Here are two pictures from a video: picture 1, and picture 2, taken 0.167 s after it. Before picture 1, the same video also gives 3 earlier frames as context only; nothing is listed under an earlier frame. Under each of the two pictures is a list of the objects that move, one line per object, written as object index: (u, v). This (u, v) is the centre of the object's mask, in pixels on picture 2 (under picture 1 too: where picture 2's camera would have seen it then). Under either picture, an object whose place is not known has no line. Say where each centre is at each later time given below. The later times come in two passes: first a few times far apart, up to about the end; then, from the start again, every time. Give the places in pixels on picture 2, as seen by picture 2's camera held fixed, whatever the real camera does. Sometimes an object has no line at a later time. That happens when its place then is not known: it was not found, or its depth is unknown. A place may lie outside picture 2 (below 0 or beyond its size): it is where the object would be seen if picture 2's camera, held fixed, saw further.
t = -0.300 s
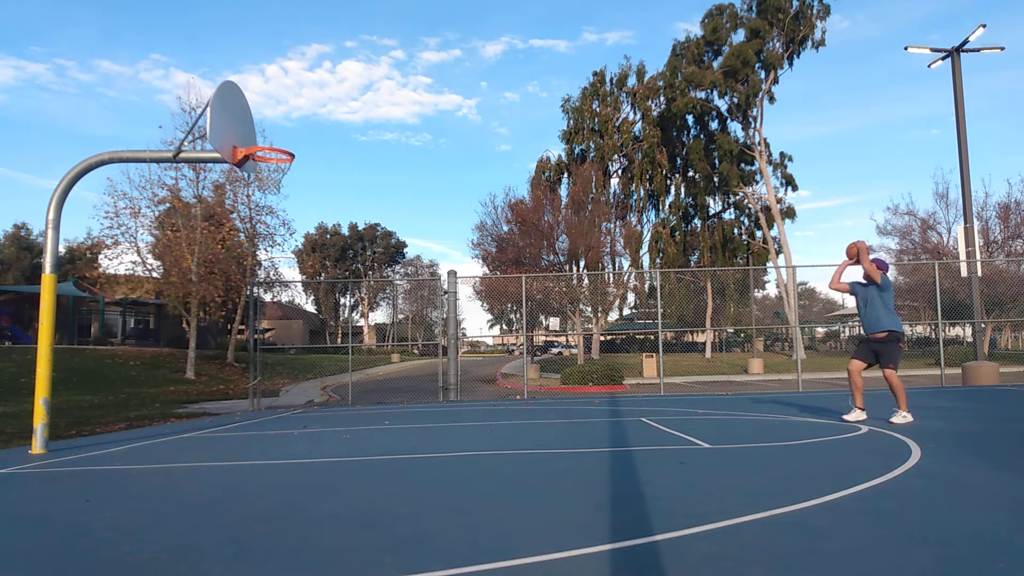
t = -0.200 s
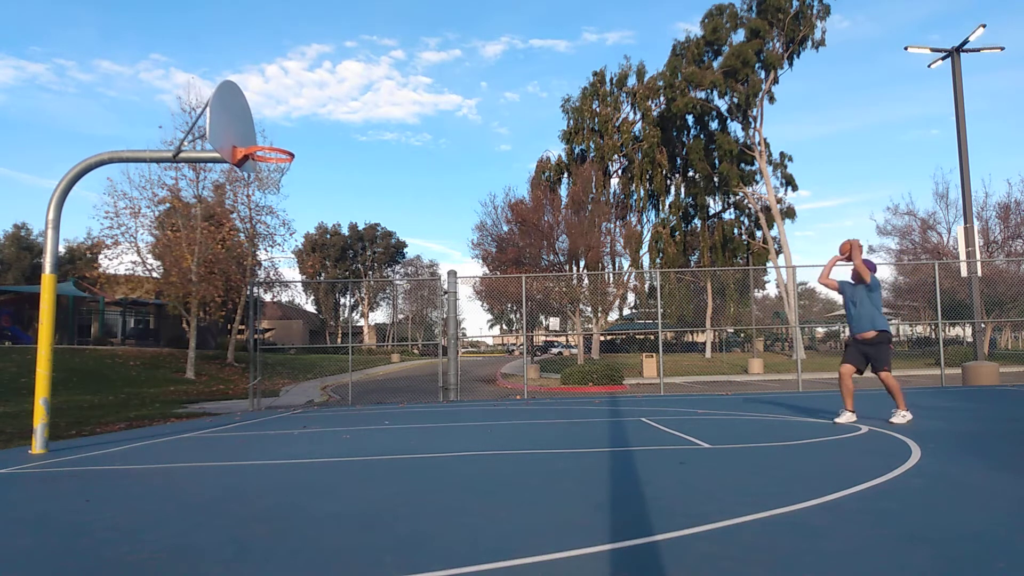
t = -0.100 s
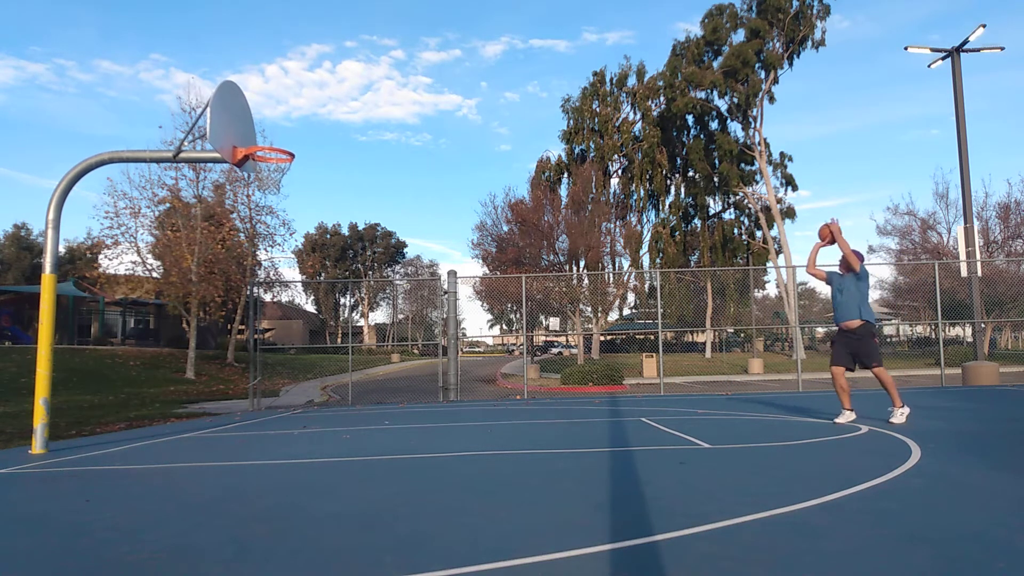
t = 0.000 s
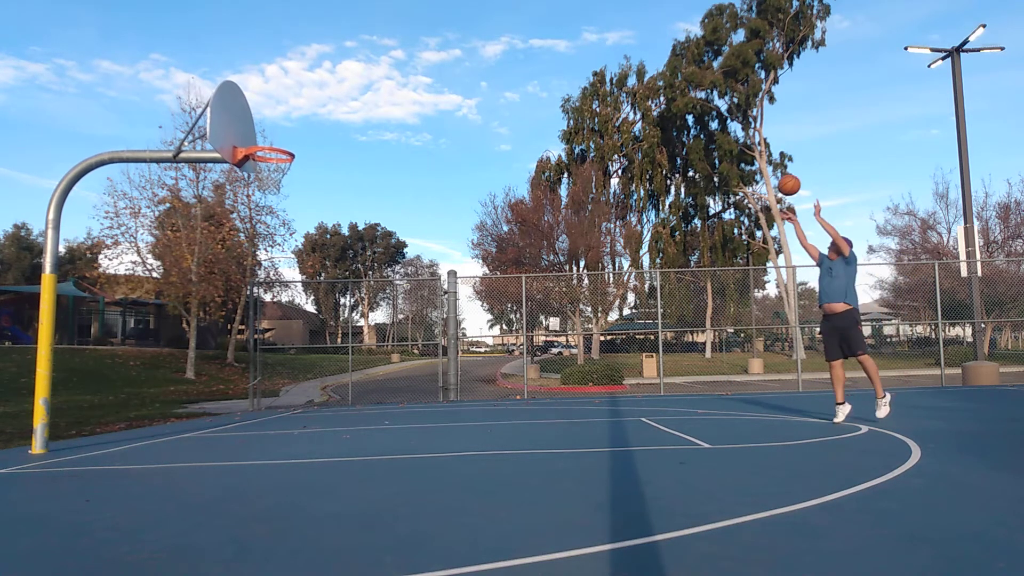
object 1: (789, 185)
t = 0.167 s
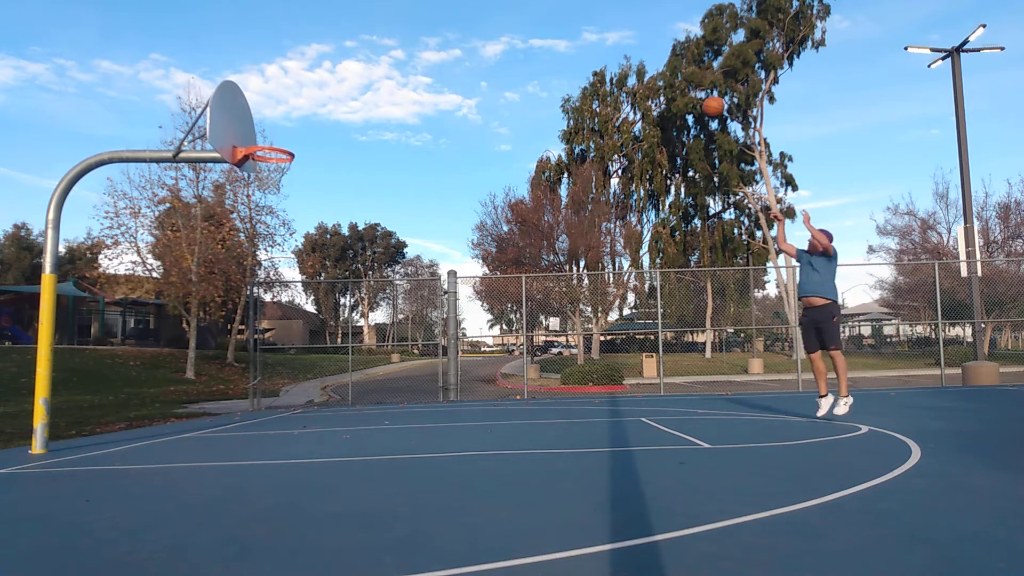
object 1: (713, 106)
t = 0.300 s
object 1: (655, 62)
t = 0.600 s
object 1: (531, 17)
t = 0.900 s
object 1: (410, 50)
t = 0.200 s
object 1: (698, 93)
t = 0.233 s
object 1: (684, 82)
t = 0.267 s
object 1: (670, 71)
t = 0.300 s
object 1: (655, 62)
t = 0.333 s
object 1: (641, 53)
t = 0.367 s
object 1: (627, 45)
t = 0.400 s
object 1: (613, 39)
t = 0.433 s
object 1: (599, 33)
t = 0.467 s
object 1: (586, 28)
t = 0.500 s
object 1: (572, 24)
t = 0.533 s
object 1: (558, 21)
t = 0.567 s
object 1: (544, 19)
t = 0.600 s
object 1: (531, 17)
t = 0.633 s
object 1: (517, 17)
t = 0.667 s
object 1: (504, 18)
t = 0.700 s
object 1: (490, 20)
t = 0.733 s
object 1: (477, 22)
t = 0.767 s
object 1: (463, 26)
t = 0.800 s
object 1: (450, 31)
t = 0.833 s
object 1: (437, 36)
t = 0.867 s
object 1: (423, 43)
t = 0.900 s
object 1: (410, 50)
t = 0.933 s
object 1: (396, 59)
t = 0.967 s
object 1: (383, 68)
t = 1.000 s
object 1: (369, 79)
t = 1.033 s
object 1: (356, 90)
